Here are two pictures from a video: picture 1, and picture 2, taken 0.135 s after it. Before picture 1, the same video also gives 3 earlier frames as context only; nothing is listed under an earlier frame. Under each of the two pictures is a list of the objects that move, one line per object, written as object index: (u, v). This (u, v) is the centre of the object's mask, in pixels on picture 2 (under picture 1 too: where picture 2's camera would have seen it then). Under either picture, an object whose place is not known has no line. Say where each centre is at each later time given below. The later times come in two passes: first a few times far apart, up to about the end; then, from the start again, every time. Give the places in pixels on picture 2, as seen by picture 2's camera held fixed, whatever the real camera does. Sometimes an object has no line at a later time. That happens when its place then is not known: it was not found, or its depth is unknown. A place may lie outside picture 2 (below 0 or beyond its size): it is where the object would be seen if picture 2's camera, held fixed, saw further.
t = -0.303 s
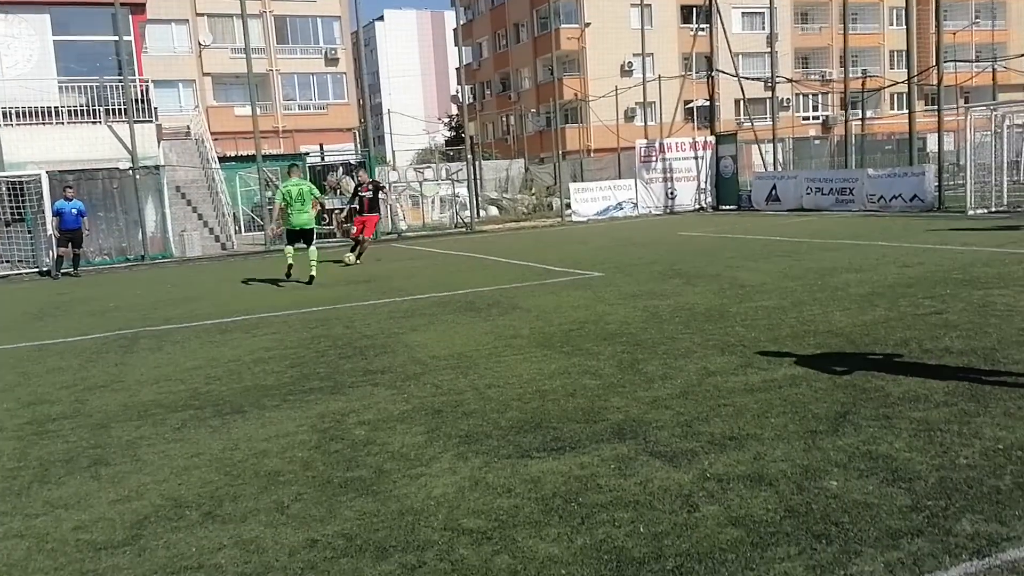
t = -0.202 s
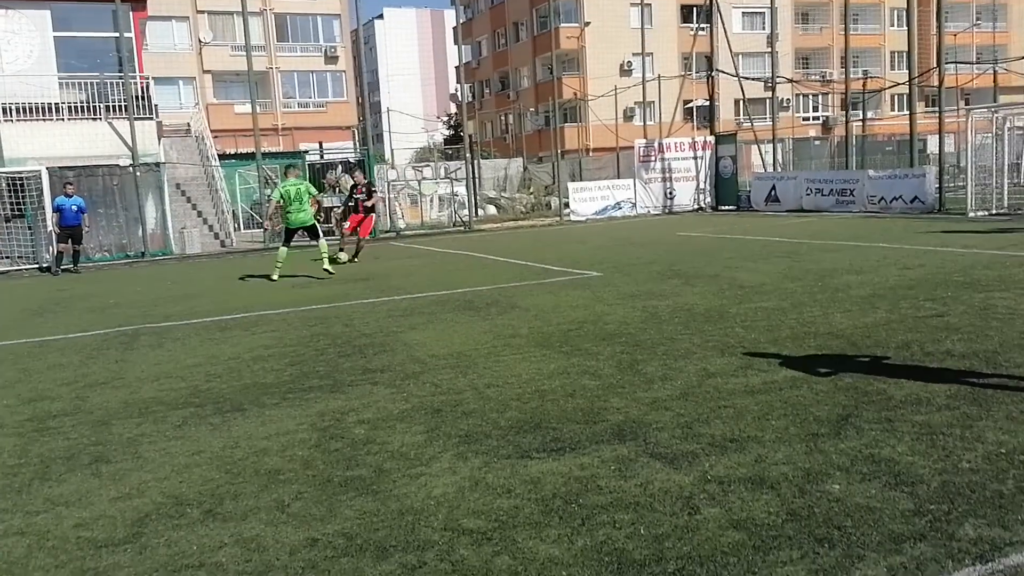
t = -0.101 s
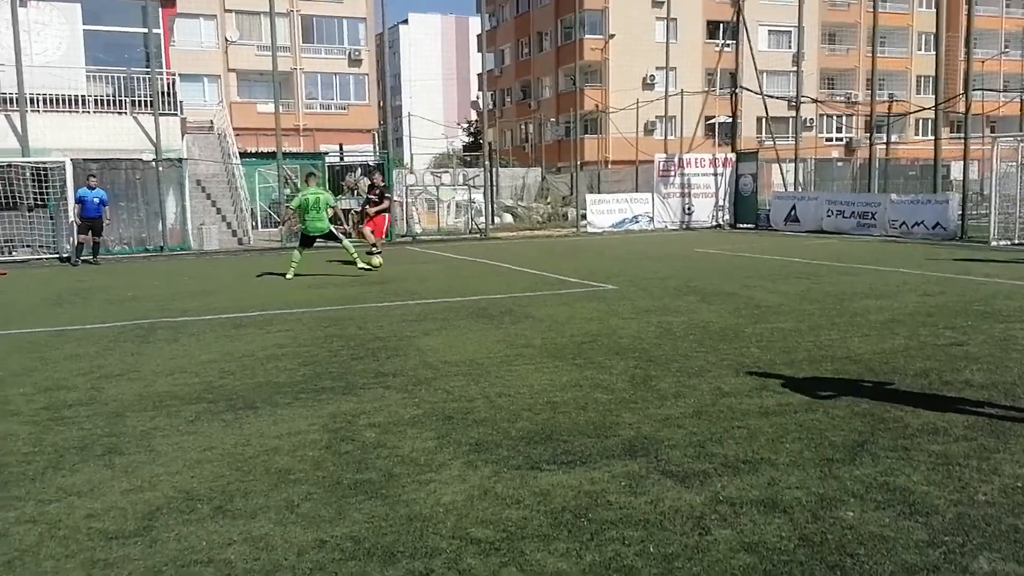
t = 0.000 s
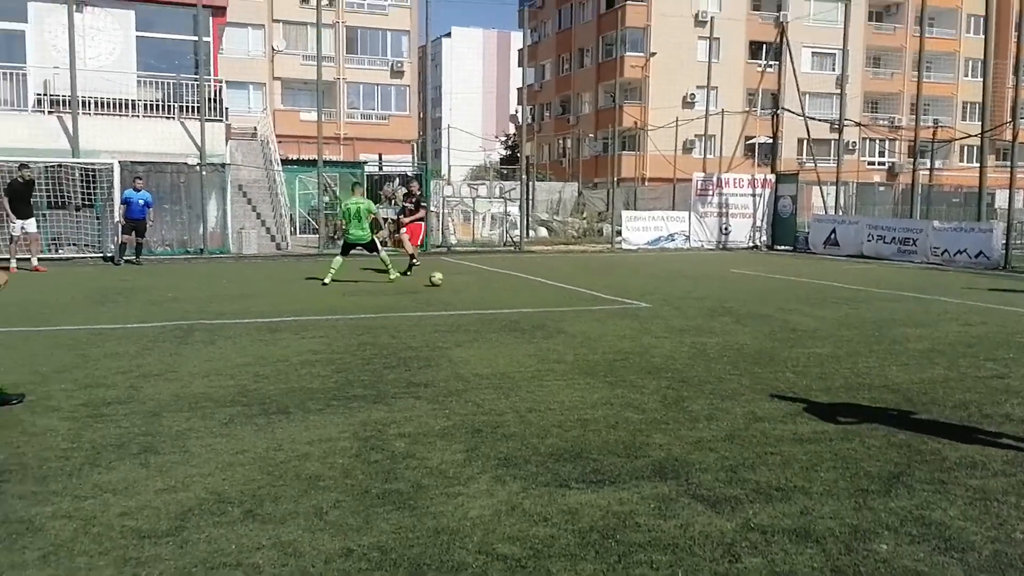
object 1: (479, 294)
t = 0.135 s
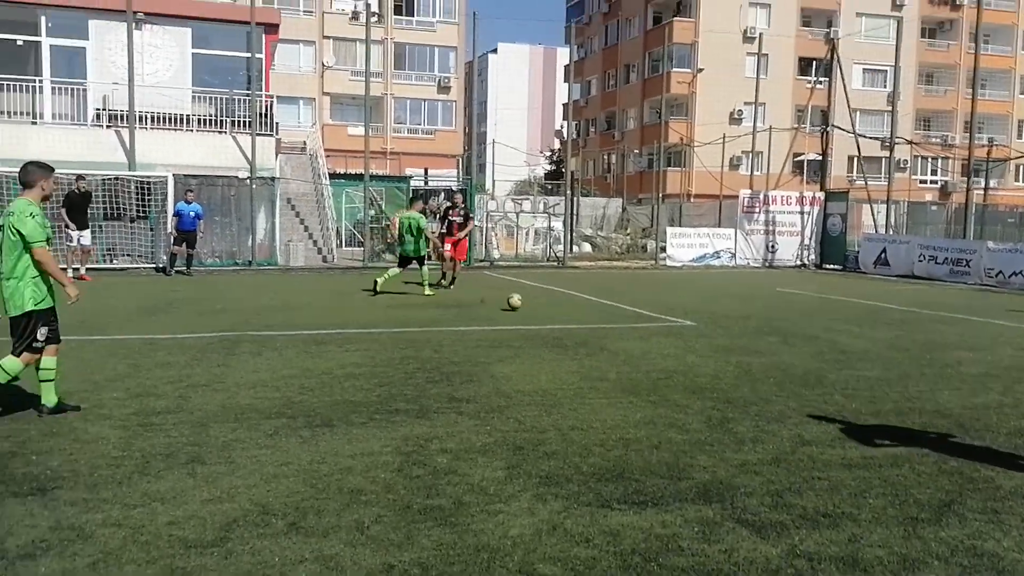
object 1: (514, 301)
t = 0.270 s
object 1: (554, 309)
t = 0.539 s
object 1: (640, 330)
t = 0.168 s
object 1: (525, 305)
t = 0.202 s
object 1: (535, 309)
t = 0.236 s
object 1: (544, 309)
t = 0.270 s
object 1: (554, 309)
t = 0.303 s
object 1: (563, 310)
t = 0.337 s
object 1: (573, 313)
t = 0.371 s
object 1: (584, 317)
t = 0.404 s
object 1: (595, 321)
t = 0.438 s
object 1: (606, 325)
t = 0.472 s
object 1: (617, 325)
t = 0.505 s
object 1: (629, 327)
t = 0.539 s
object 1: (640, 330)
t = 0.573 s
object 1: (653, 333)
